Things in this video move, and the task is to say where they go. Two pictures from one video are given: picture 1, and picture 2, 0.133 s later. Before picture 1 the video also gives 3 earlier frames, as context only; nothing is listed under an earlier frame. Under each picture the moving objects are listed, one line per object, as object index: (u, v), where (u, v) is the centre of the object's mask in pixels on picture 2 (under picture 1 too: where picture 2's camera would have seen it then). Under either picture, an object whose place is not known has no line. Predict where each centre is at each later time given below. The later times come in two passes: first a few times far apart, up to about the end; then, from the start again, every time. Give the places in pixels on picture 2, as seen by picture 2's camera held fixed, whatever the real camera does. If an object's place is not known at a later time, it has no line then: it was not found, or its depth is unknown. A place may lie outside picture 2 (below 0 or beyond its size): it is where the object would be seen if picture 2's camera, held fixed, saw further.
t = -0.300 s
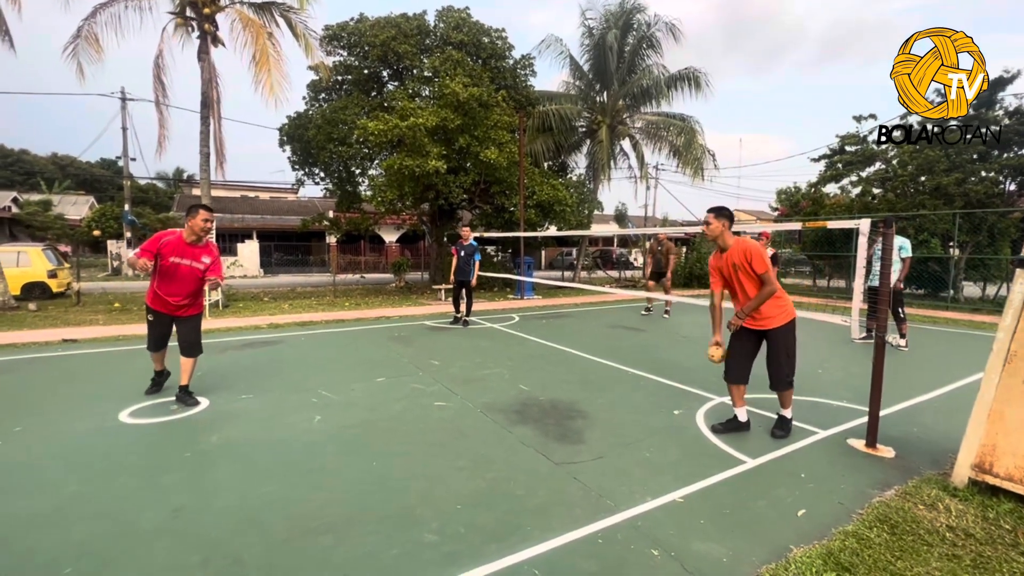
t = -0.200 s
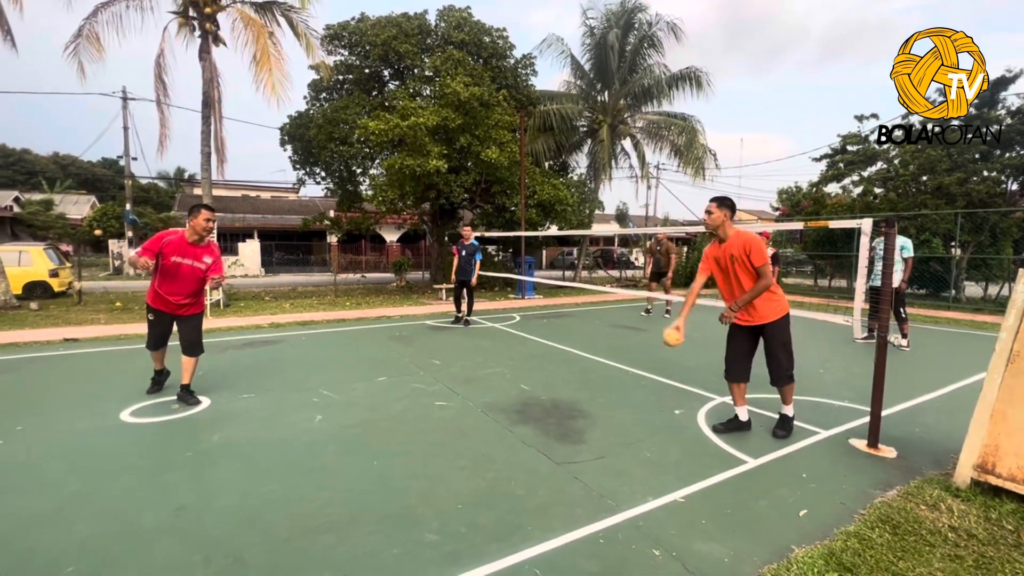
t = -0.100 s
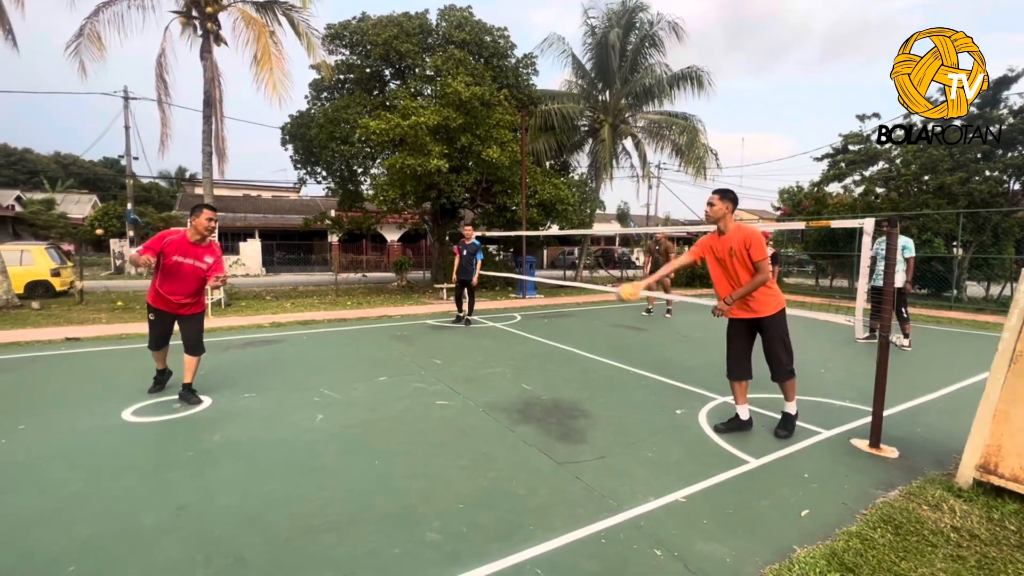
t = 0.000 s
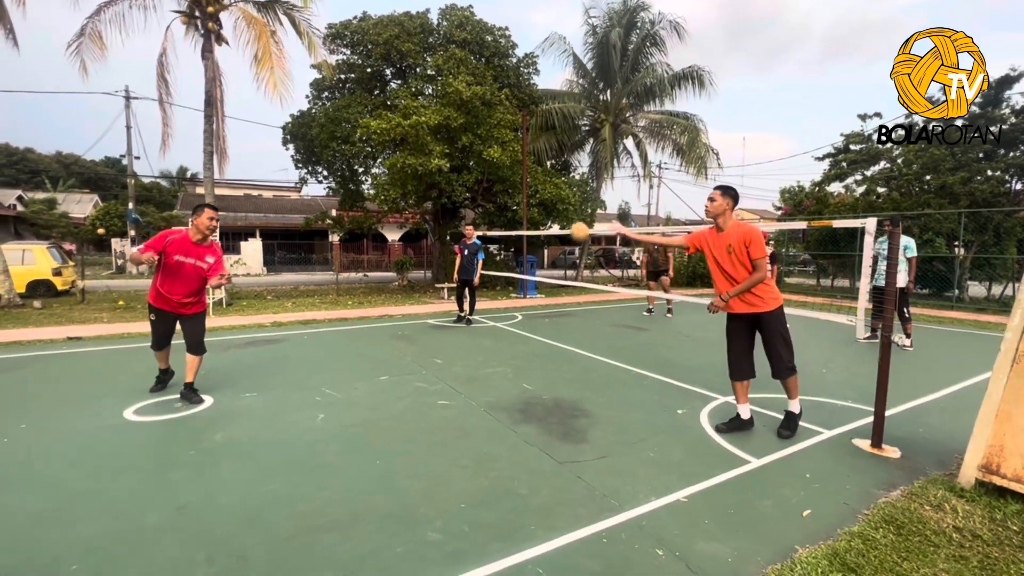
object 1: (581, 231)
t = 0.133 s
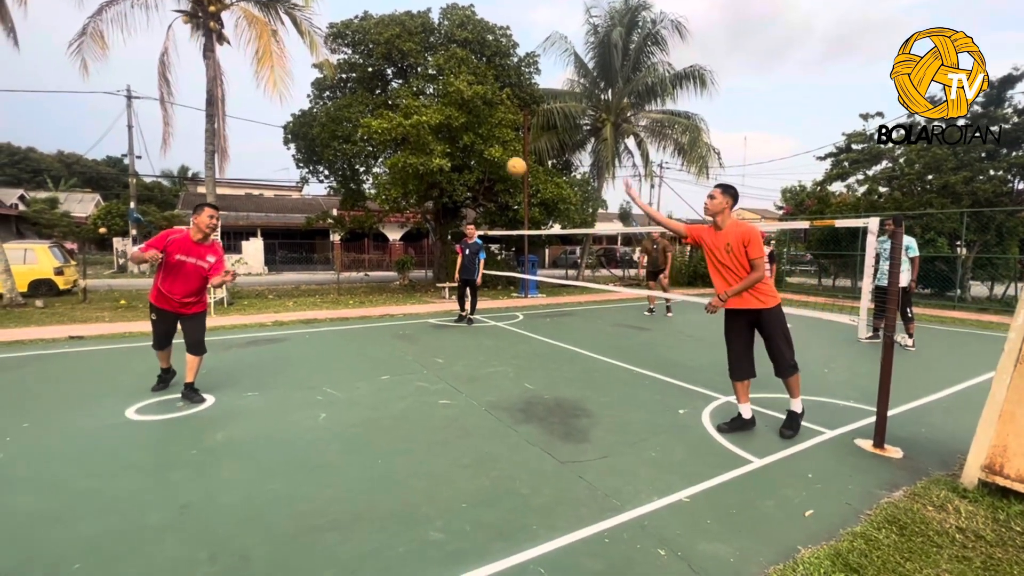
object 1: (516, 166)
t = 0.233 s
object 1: (468, 135)
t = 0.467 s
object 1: (352, 114)
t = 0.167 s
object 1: (500, 155)
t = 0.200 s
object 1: (484, 143)
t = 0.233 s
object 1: (468, 135)
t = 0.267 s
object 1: (451, 126)
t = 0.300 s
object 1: (434, 120)
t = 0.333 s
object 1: (418, 115)
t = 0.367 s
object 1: (402, 112)
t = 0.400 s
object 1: (385, 111)
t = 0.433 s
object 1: (368, 112)
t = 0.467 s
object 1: (352, 114)
